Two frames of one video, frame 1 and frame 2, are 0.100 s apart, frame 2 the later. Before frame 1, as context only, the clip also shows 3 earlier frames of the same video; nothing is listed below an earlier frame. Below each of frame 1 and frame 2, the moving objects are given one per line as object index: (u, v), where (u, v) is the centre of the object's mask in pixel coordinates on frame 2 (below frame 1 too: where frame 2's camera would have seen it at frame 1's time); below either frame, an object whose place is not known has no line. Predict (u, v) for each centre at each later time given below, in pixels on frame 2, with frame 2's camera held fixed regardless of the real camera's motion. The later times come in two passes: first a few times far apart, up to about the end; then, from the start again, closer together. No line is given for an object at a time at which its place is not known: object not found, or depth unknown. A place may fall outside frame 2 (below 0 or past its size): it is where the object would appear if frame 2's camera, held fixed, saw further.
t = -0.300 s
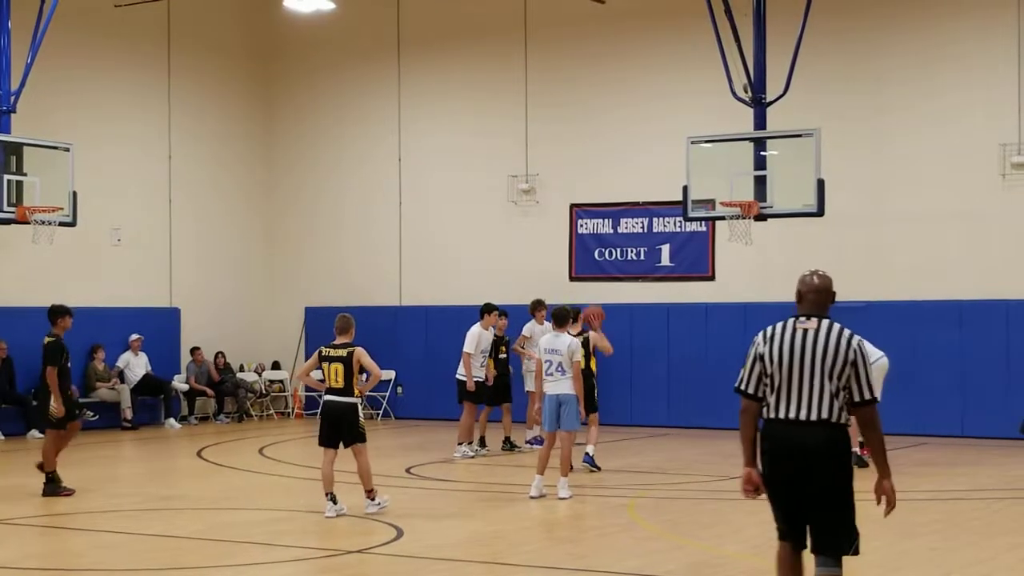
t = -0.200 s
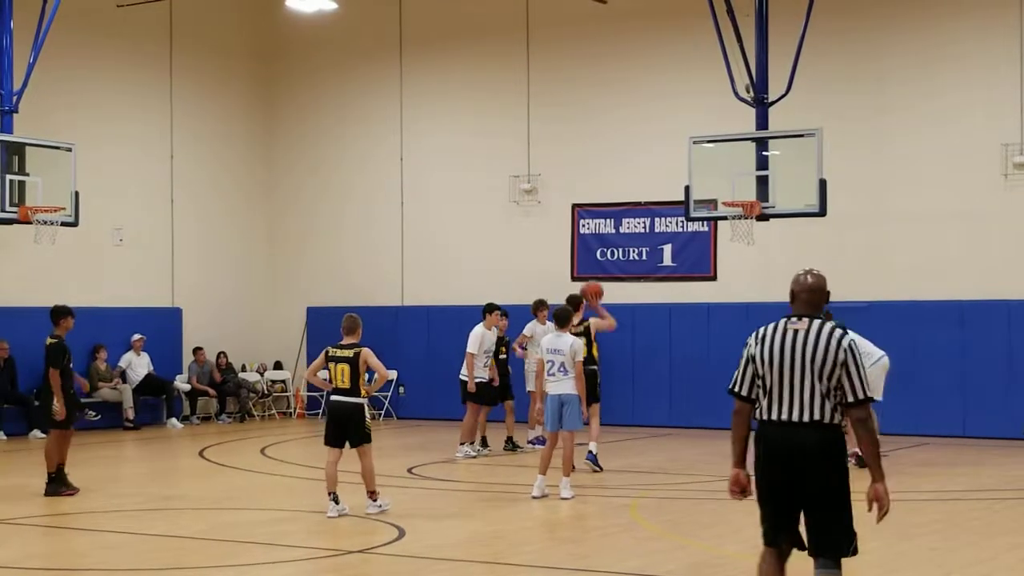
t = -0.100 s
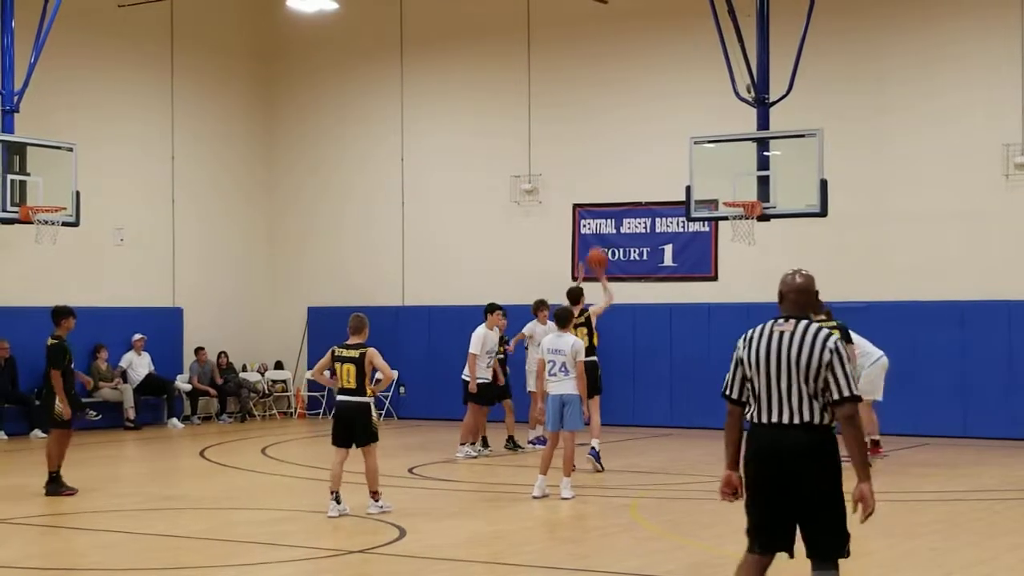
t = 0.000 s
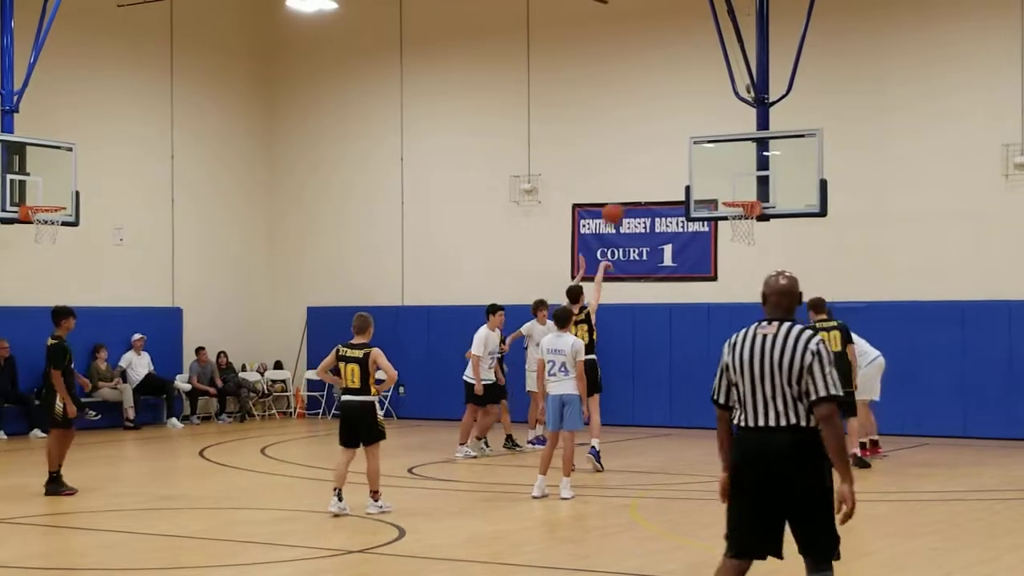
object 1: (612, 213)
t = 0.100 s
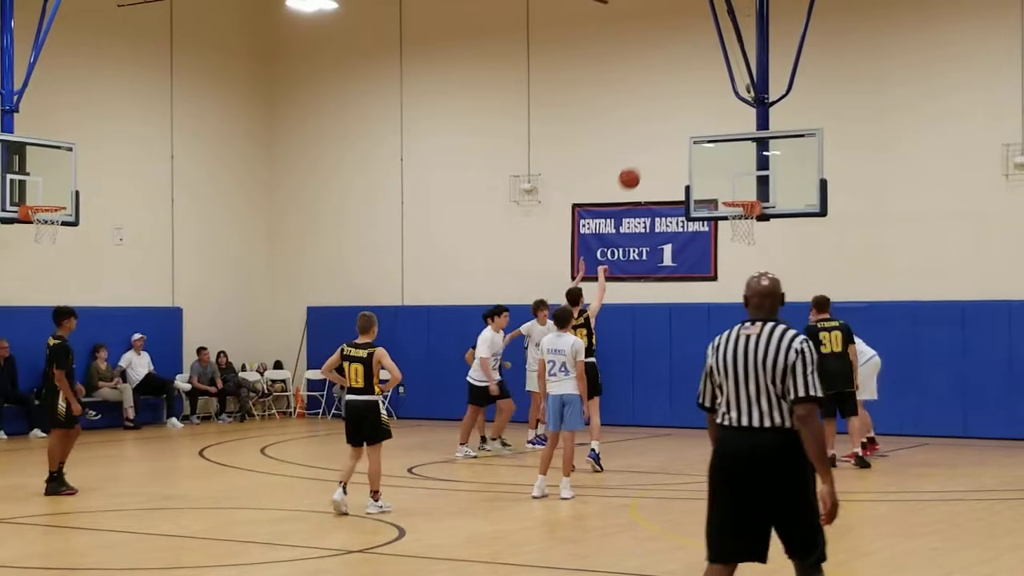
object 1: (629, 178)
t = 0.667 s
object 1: (712, 147)
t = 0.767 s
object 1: (725, 167)
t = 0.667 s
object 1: (712, 147)
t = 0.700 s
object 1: (717, 152)
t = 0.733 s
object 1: (721, 159)
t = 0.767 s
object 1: (725, 167)
